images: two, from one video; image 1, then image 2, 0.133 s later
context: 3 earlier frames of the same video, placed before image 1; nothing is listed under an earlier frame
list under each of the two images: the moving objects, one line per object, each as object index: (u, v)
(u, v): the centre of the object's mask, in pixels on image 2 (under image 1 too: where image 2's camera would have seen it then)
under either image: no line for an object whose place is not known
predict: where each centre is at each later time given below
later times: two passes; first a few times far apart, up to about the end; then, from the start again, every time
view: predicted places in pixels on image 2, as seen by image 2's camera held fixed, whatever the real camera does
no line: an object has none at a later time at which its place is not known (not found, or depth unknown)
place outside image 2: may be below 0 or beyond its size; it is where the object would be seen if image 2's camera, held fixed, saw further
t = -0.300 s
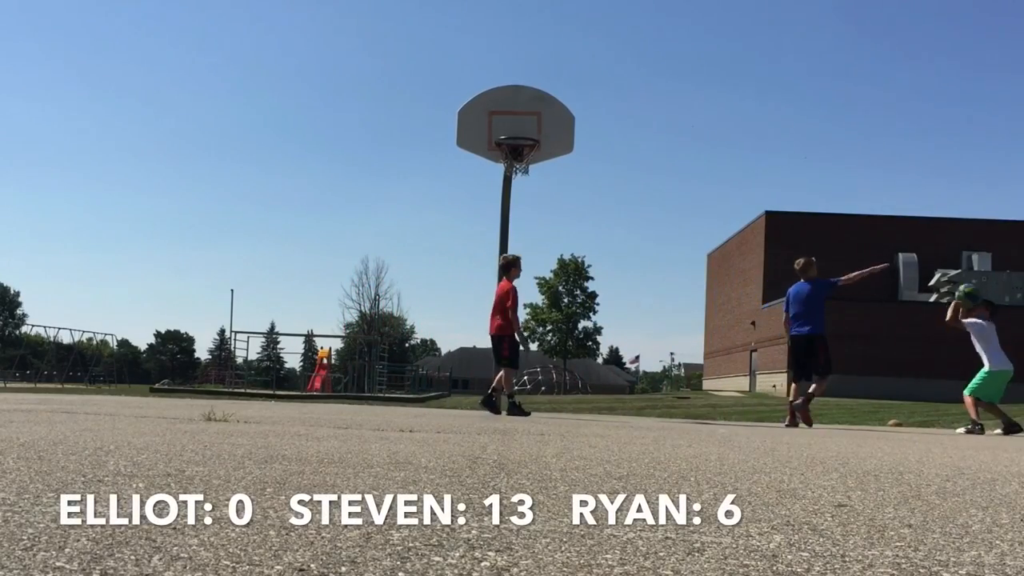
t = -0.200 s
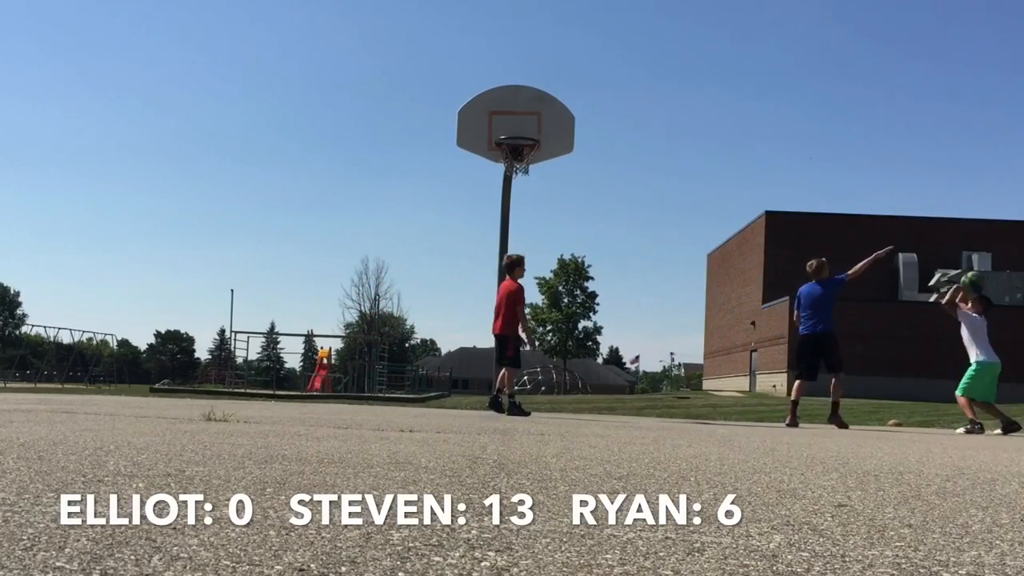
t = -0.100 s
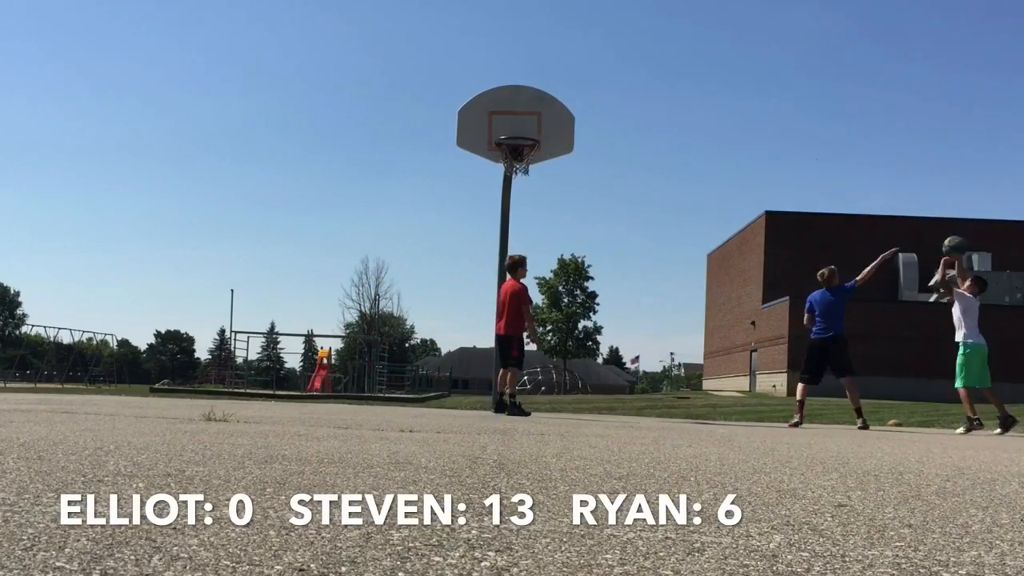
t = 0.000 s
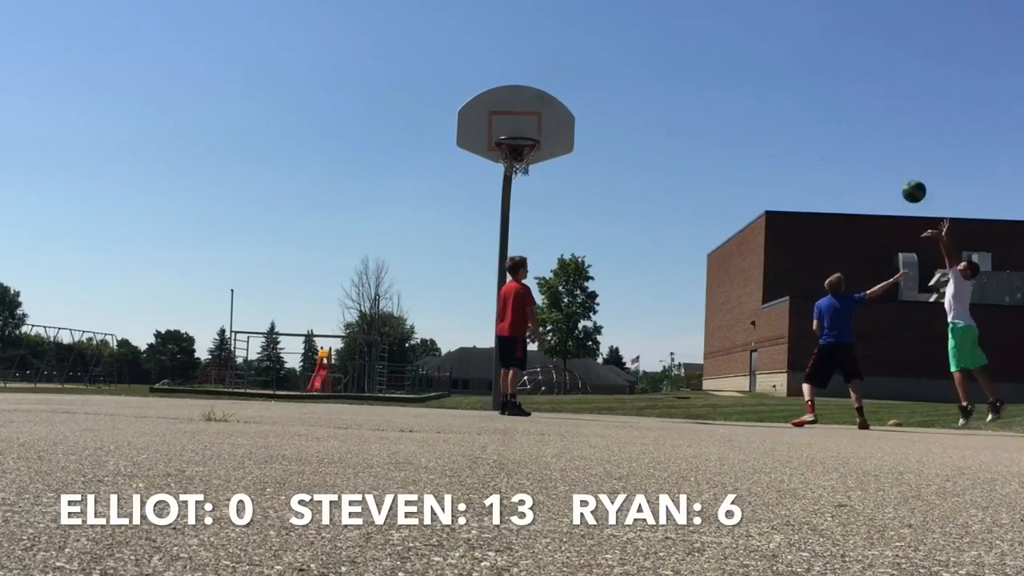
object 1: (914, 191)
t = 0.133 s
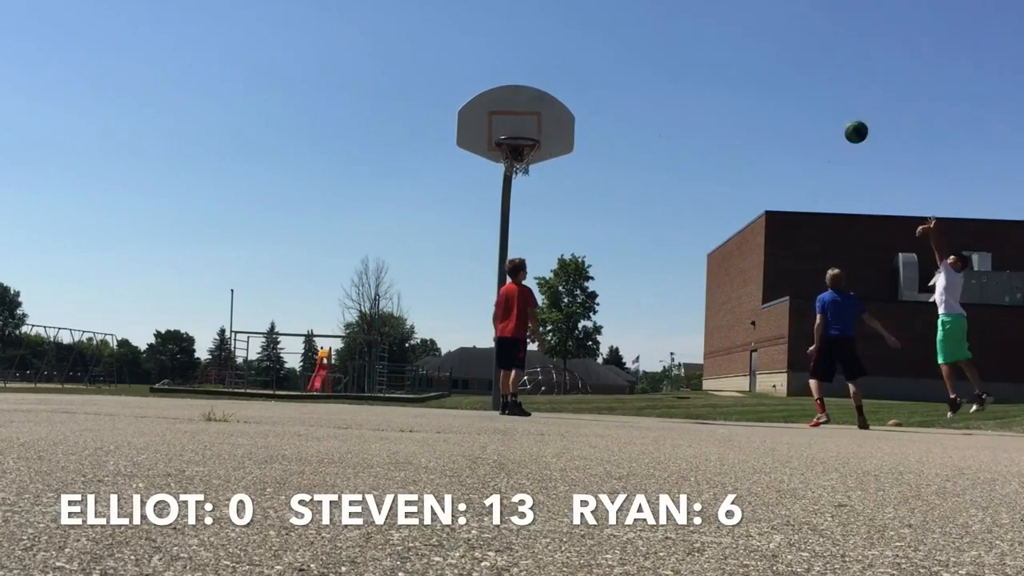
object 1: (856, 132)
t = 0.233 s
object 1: (814, 99)
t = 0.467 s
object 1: (719, 59)
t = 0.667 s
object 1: (639, 64)
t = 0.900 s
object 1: (547, 116)
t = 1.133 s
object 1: (479, 111)
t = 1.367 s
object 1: (417, 129)
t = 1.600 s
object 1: (356, 191)
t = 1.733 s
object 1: (322, 244)
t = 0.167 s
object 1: (842, 120)
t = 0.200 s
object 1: (828, 109)
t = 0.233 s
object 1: (814, 99)
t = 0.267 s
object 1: (800, 90)
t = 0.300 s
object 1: (787, 82)
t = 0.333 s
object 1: (773, 76)
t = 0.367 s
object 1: (759, 70)
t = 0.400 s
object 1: (746, 65)
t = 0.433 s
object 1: (732, 62)
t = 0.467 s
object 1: (719, 59)
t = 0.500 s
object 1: (705, 58)
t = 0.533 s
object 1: (692, 57)
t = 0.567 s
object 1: (678, 57)
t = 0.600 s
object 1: (665, 59)
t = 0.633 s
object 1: (652, 61)
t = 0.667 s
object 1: (639, 64)
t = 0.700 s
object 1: (625, 69)
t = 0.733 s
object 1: (612, 75)
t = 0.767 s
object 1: (599, 81)
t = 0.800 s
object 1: (586, 88)
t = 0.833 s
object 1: (573, 96)
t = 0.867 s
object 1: (560, 105)
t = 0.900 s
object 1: (547, 116)
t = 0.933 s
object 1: (535, 126)
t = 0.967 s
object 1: (525, 127)
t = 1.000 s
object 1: (516, 122)
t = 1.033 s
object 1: (506, 118)
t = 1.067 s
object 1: (498, 115)
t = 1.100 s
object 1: (488, 112)
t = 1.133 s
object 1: (479, 111)
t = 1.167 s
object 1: (470, 111)
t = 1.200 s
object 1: (462, 112)
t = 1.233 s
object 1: (453, 114)
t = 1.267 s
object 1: (444, 116)
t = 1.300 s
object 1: (435, 120)
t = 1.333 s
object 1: (426, 124)
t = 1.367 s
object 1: (417, 129)
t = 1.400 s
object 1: (408, 136)
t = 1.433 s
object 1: (399, 143)
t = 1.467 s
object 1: (391, 151)
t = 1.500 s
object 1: (382, 160)
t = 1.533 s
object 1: (373, 169)
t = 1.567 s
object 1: (364, 180)
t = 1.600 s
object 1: (356, 191)
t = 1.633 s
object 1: (347, 203)
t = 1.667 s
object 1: (339, 216)
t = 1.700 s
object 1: (330, 230)
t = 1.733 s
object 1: (322, 244)
